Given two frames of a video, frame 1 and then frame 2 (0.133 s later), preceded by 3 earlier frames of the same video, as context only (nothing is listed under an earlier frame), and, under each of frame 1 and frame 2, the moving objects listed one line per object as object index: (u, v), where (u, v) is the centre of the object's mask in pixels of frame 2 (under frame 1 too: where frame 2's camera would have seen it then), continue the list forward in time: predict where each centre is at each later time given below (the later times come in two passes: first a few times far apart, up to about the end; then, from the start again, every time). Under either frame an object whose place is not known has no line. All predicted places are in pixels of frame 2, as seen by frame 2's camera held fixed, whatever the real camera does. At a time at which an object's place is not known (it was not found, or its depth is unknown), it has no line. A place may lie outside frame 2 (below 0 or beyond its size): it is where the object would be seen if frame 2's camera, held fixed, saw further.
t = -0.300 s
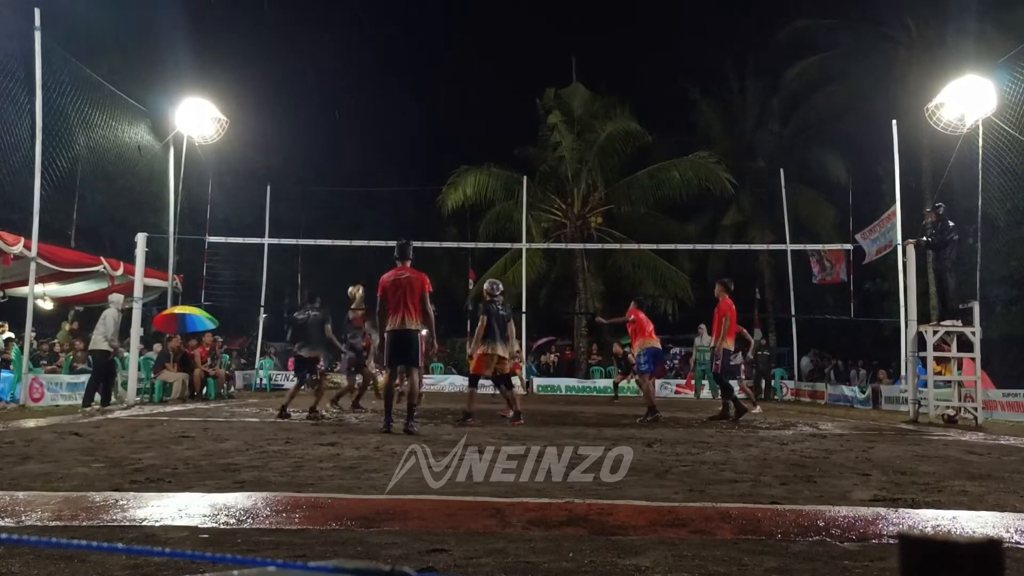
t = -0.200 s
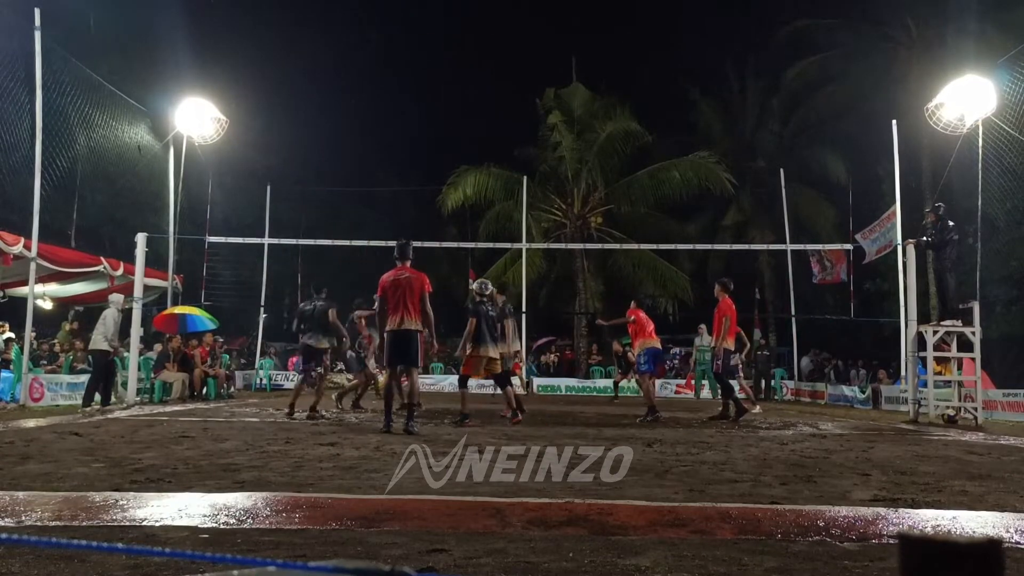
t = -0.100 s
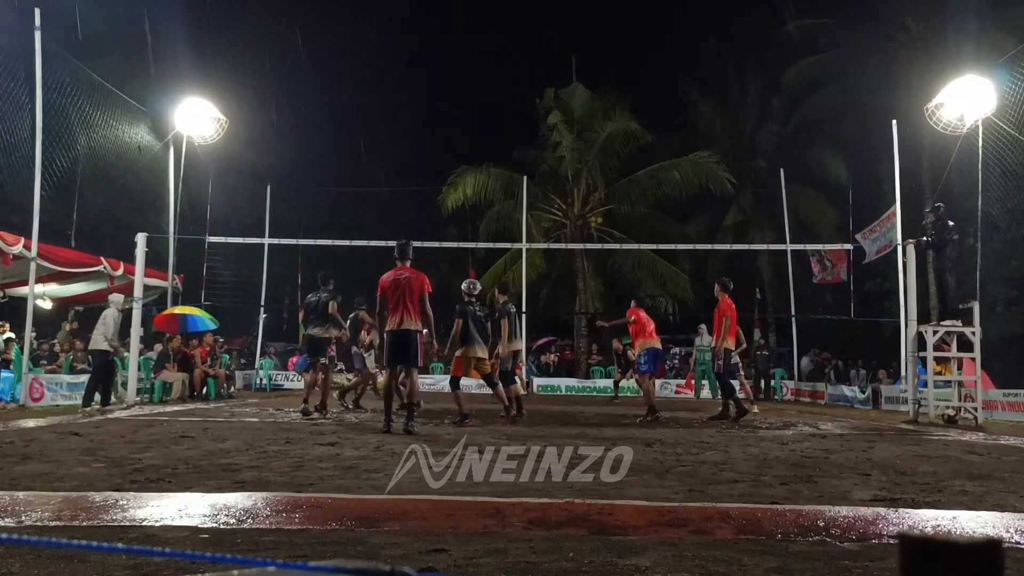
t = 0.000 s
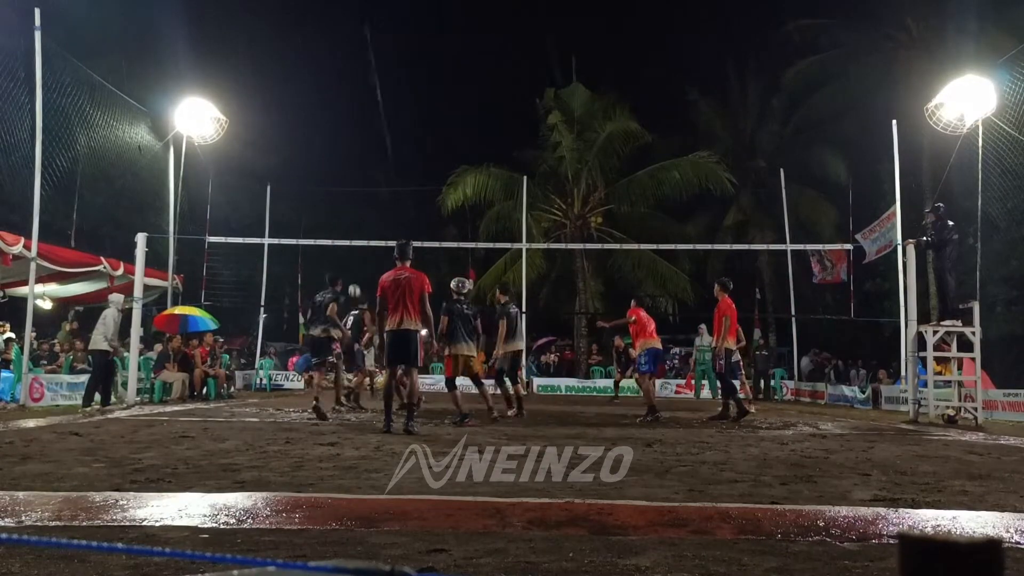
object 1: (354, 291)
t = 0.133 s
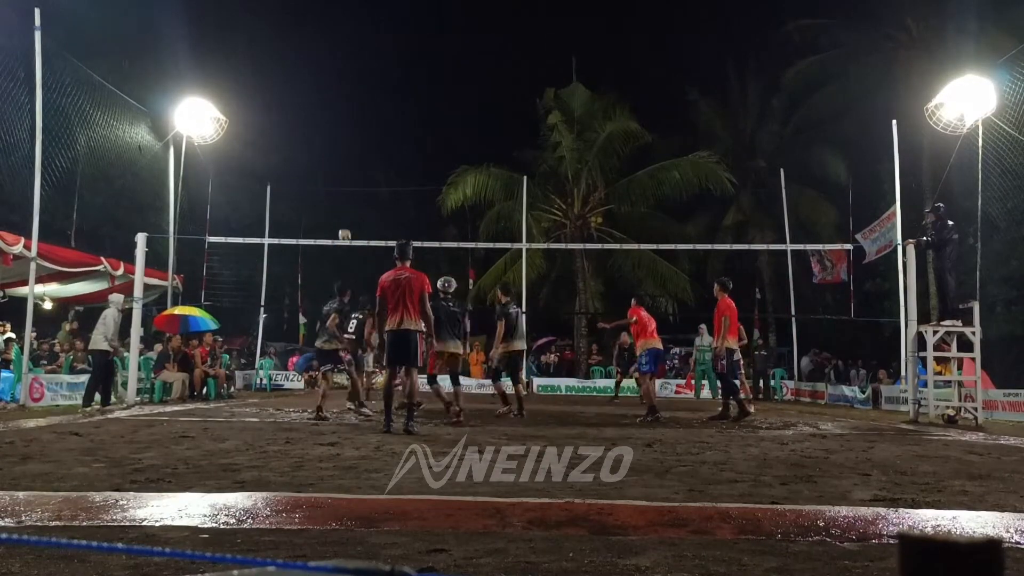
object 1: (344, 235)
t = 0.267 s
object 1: (334, 184)
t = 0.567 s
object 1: (306, 89)
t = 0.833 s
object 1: (272, 34)
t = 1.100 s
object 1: (226, 24)
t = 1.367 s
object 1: (159, 85)
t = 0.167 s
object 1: (342, 222)
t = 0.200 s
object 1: (339, 210)
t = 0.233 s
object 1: (337, 197)
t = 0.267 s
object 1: (334, 184)
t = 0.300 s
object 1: (331, 172)
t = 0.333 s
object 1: (328, 161)
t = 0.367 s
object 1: (326, 149)
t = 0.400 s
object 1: (323, 138)
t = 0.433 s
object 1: (319, 127)
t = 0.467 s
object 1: (316, 117)
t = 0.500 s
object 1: (313, 108)
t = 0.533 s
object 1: (309, 98)
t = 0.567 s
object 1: (306, 89)
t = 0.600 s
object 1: (302, 80)
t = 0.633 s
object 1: (298, 72)
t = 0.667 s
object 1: (294, 64)
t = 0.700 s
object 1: (290, 57)
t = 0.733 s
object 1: (286, 51)
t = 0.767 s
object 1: (281, 45)
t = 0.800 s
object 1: (277, 39)
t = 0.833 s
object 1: (272, 34)
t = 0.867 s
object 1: (267, 30)
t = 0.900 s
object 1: (262, 27)
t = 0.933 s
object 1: (257, 24)
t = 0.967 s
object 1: (251, 22)
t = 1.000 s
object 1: (245, 21)
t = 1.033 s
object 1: (239, 21)
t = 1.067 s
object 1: (233, 22)
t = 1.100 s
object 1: (226, 24)
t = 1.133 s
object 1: (219, 27)
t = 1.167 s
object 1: (212, 32)
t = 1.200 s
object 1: (204, 37)
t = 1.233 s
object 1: (196, 44)
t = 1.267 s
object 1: (187, 52)
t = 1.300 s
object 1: (178, 62)
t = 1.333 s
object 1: (168, 73)
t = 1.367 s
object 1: (159, 85)
